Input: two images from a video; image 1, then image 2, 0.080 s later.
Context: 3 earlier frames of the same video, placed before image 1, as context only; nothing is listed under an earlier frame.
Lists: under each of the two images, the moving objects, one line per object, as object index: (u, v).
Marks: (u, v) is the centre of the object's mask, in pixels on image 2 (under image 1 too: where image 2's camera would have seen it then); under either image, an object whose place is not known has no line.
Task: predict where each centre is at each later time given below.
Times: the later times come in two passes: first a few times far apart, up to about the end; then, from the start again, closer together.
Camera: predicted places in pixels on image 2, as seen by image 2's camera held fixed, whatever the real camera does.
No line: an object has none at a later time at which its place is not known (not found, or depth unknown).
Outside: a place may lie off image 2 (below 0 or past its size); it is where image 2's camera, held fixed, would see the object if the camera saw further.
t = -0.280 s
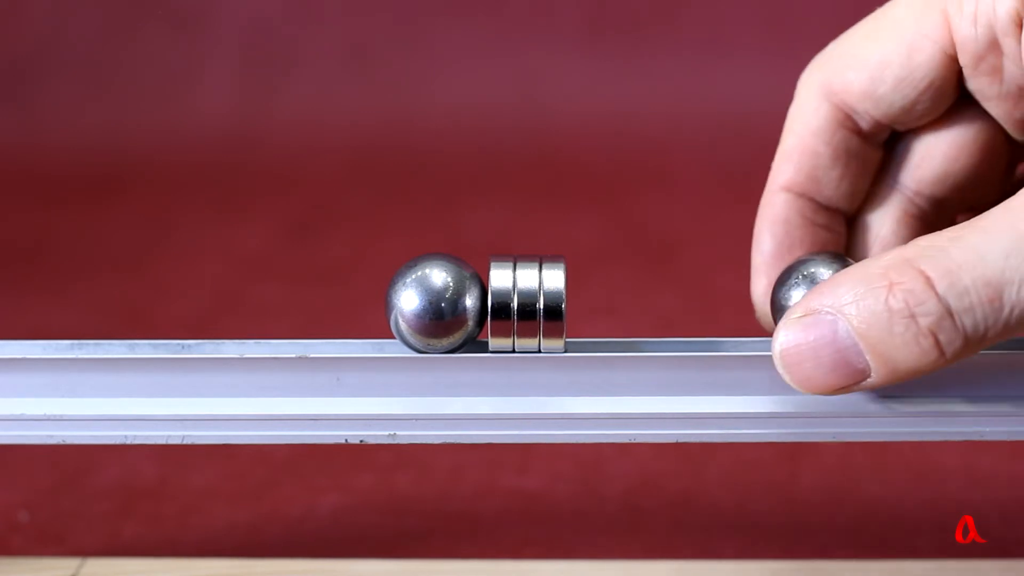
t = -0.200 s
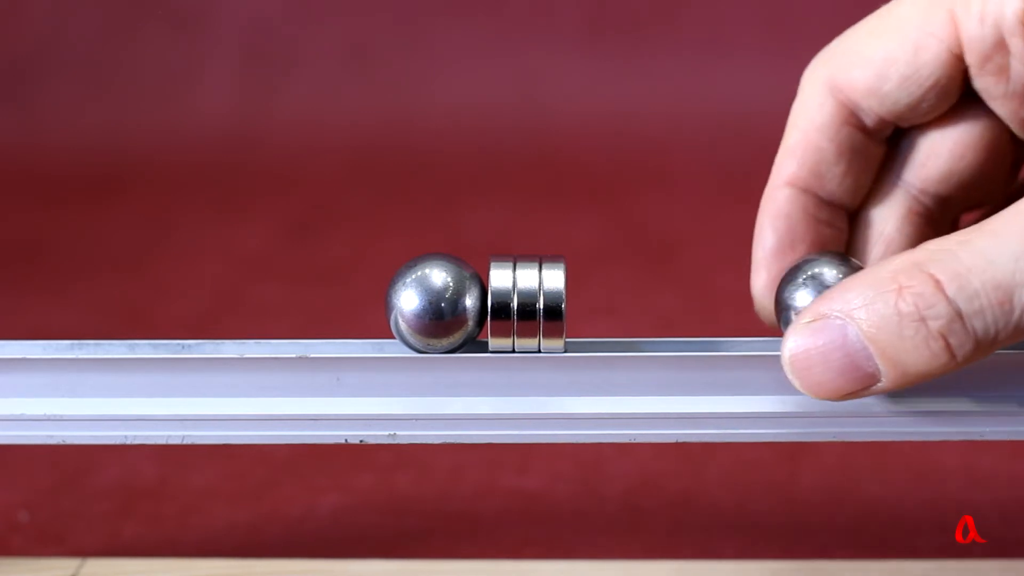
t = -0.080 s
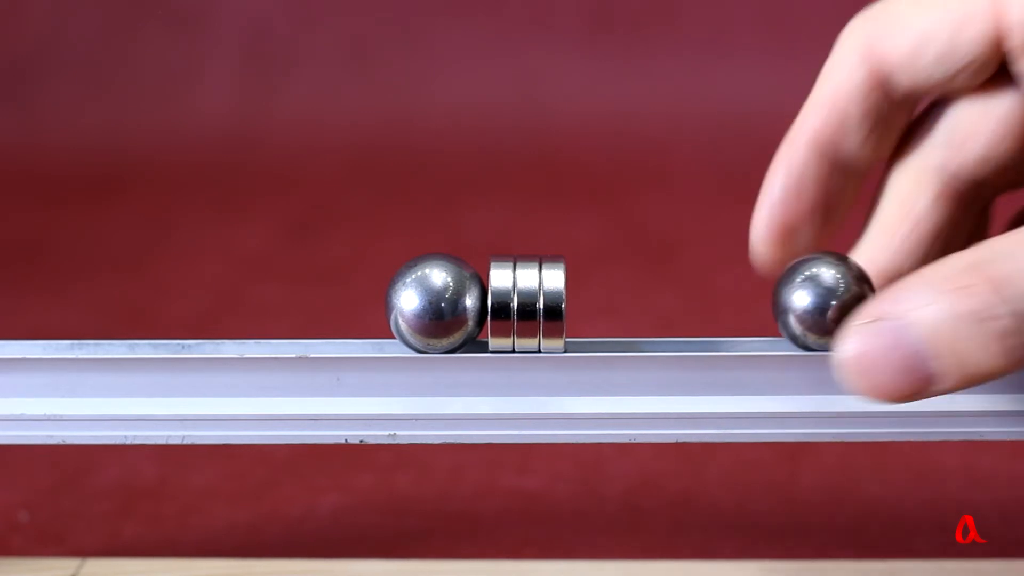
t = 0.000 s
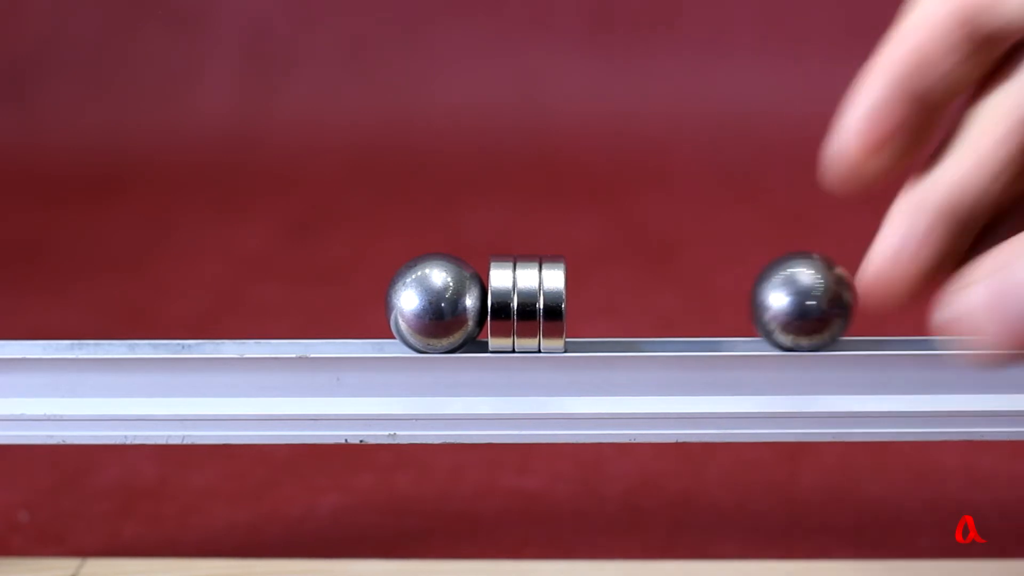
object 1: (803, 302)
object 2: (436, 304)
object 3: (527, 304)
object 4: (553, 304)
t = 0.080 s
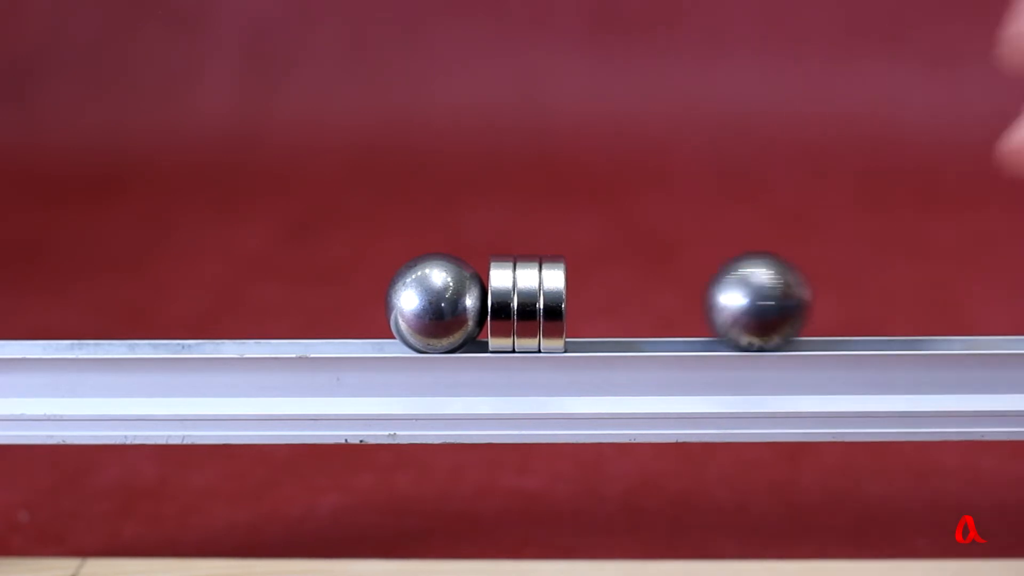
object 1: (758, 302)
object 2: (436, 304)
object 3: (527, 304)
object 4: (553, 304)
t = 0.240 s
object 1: (607, 303)
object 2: (426, 304)
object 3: (517, 305)
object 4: (543, 305)
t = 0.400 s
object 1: (602, 303)
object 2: (422, 304)
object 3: (512, 305)
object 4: (537, 305)
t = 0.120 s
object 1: (717, 302)
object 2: (438, 304)
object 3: (528, 304)
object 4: (554, 304)
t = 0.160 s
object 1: (640, 302)
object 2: (451, 303)
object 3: (541, 303)
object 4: (568, 299)
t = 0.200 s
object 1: (620, 303)
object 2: (437, 304)
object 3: (527, 304)
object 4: (554, 303)
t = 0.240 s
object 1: (607, 303)
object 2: (426, 304)
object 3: (517, 305)
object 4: (543, 305)
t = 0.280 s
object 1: (603, 303)
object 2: (422, 304)
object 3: (512, 305)
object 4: (538, 305)
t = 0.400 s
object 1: (602, 303)
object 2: (422, 304)
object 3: (512, 305)
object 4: (537, 305)
